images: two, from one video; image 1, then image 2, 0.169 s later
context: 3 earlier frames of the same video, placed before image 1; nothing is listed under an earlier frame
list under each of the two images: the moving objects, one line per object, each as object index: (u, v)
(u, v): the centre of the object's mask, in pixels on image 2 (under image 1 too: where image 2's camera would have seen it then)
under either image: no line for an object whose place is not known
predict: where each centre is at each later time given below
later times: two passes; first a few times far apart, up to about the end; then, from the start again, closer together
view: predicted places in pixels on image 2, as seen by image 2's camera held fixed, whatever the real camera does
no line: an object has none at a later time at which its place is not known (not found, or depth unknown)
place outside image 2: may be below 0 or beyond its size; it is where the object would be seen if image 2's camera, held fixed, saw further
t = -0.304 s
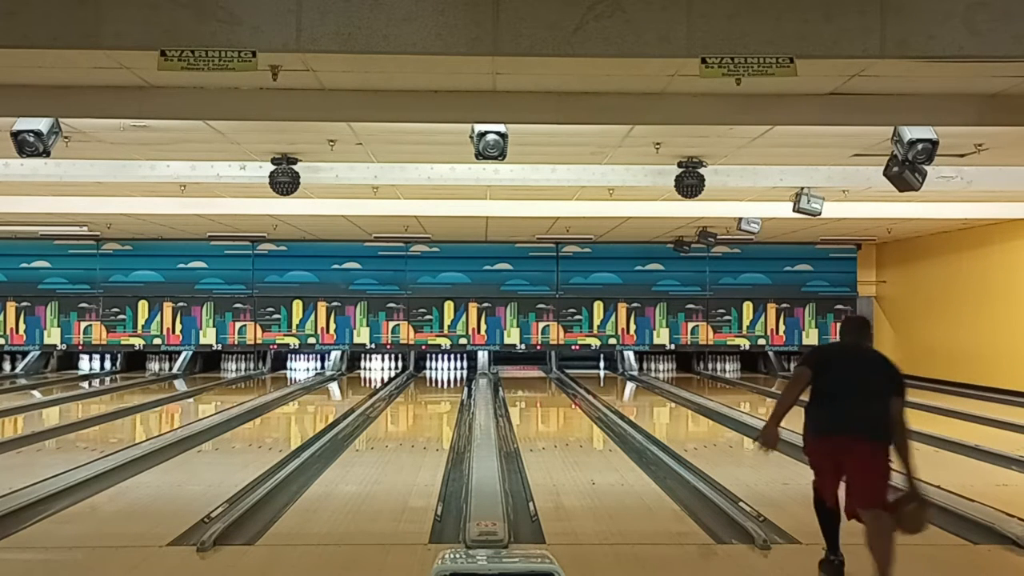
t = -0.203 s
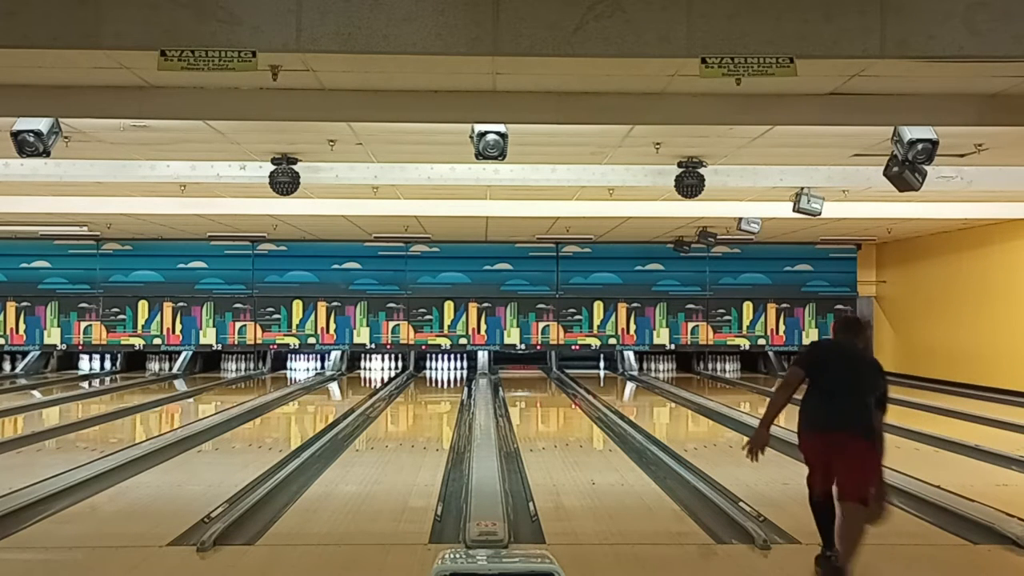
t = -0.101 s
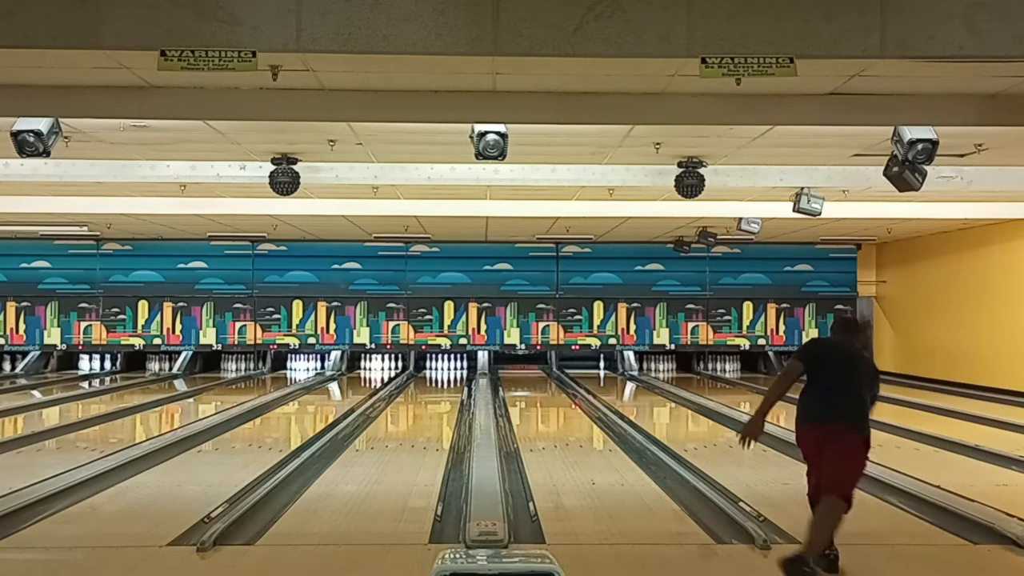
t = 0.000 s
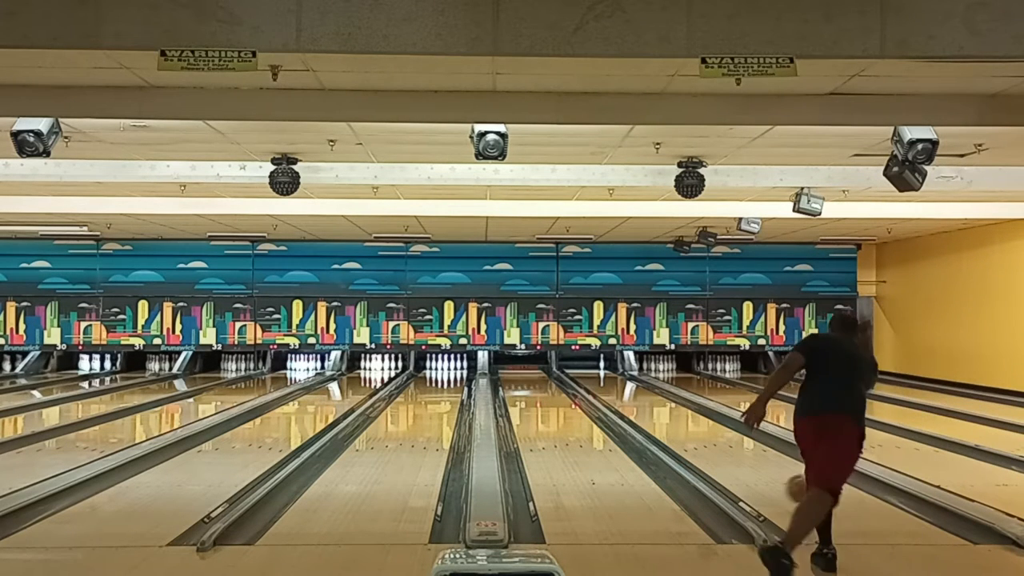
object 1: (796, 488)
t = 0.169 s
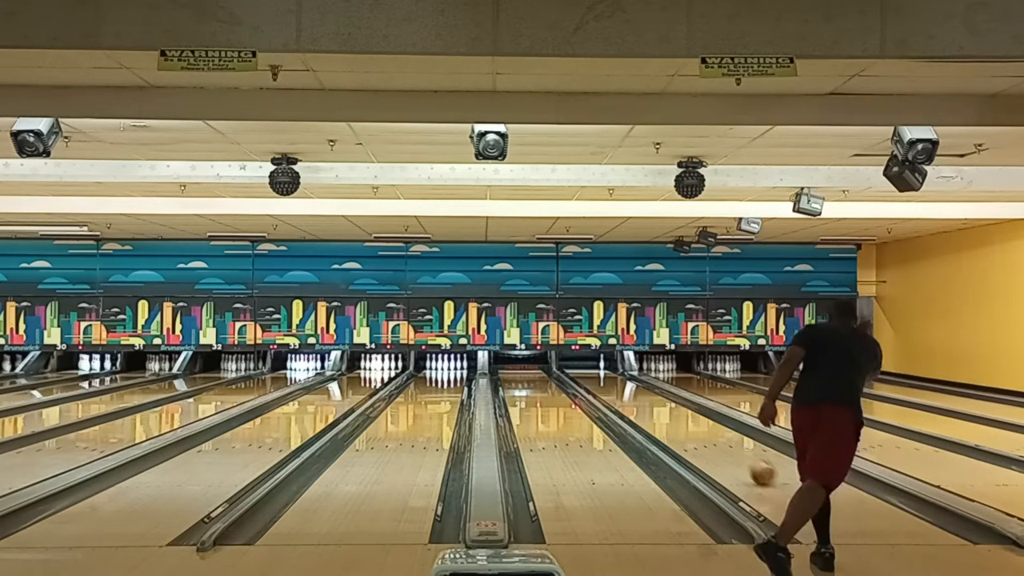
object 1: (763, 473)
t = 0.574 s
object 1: (702, 433)
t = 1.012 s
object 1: (662, 408)
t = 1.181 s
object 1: (652, 400)
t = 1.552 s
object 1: (633, 388)
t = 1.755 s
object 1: (624, 382)
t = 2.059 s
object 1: (613, 376)
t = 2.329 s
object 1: (605, 370)
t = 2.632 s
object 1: (595, 366)
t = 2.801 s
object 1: (590, 364)
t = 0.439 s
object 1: (719, 444)
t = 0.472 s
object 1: (715, 441)
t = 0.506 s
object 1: (710, 438)
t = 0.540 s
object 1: (706, 436)
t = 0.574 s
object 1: (702, 433)
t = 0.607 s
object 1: (698, 430)
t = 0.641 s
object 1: (695, 428)
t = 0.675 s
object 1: (691, 426)
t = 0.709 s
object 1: (688, 424)
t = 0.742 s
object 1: (685, 422)
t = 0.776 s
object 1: (682, 420)
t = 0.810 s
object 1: (679, 419)
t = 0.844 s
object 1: (677, 415)
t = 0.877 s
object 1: (674, 414)
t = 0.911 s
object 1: (670, 412)
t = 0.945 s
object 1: (668, 411)
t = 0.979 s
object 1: (665, 410)
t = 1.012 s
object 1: (662, 408)
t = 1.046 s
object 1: (661, 407)
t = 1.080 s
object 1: (660, 405)
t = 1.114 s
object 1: (657, 404)
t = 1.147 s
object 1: (654, 402)
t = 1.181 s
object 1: (652, 400)
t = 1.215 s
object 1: (650, 398)
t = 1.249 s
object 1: (648, 397)
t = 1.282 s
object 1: (646, 396)
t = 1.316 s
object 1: (644, 395)
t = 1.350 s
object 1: (642, 393)
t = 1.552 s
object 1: (633, 388)
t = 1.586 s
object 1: (631, 387)
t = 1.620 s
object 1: (630, 386)
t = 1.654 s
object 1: (628, 385)
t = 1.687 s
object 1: (627, 384)
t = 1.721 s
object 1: (625, 383)
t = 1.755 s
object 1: (624, 382)
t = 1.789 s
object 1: (622, 382)
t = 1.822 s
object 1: (621, 381)
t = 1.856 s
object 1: (621, 380)
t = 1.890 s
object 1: (619, 379)
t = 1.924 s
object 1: (618, 379)
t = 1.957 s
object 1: (617, 378)
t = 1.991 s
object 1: (615, 377)
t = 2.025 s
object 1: (614, 376)
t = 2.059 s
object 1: (613, 376)
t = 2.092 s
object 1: (612, 375)
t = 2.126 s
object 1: (610, 374)
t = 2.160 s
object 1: (610, 374)
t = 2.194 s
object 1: (609, 373)
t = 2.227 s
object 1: (608, 372)
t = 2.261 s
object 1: (607, 372)
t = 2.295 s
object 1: (606, 371)
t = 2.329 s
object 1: (605, 370)
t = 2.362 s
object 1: (603, 369)
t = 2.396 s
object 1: (603, 369)
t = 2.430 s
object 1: (601, 369)
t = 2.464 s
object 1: (600, 369)
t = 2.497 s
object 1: (599, 368)
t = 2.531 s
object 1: (598, 367)
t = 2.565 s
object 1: (598, 367)
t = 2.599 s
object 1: (596, 366)
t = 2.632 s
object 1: (595, 366)
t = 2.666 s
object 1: (594, 366)
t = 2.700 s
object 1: (593, 365)
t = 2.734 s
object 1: (592, 365)
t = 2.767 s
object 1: (591, 364)
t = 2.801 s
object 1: (590, 364)
